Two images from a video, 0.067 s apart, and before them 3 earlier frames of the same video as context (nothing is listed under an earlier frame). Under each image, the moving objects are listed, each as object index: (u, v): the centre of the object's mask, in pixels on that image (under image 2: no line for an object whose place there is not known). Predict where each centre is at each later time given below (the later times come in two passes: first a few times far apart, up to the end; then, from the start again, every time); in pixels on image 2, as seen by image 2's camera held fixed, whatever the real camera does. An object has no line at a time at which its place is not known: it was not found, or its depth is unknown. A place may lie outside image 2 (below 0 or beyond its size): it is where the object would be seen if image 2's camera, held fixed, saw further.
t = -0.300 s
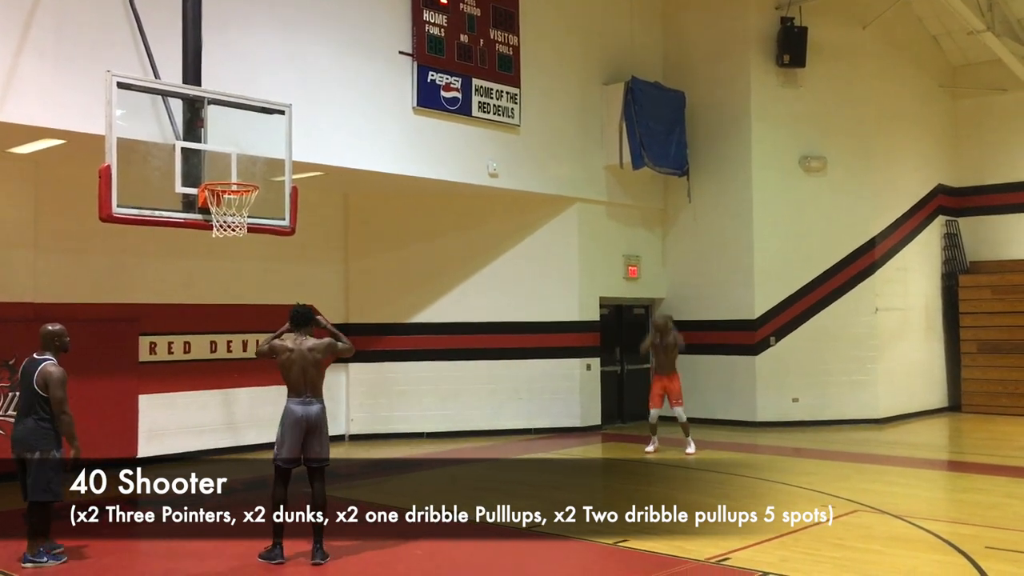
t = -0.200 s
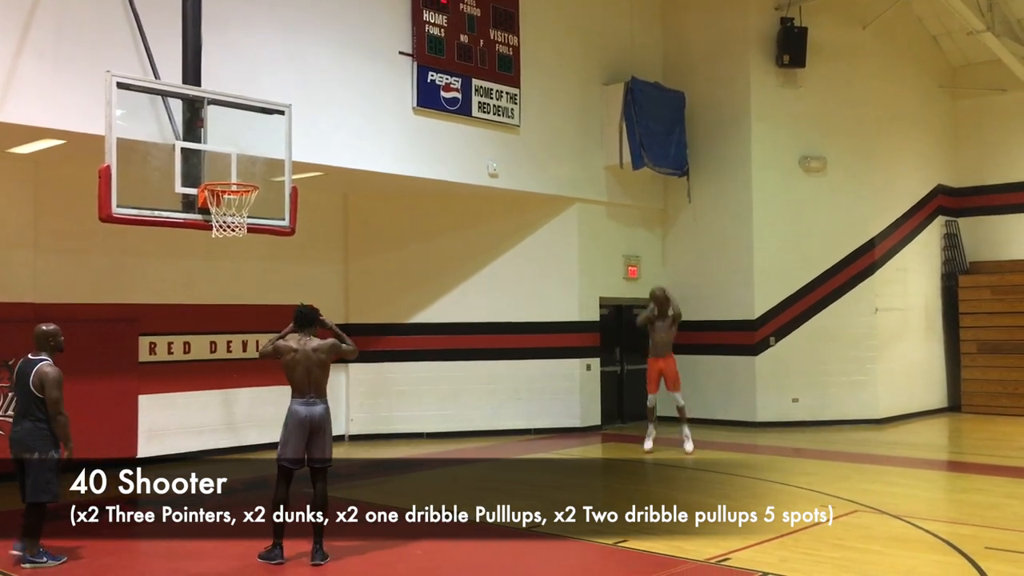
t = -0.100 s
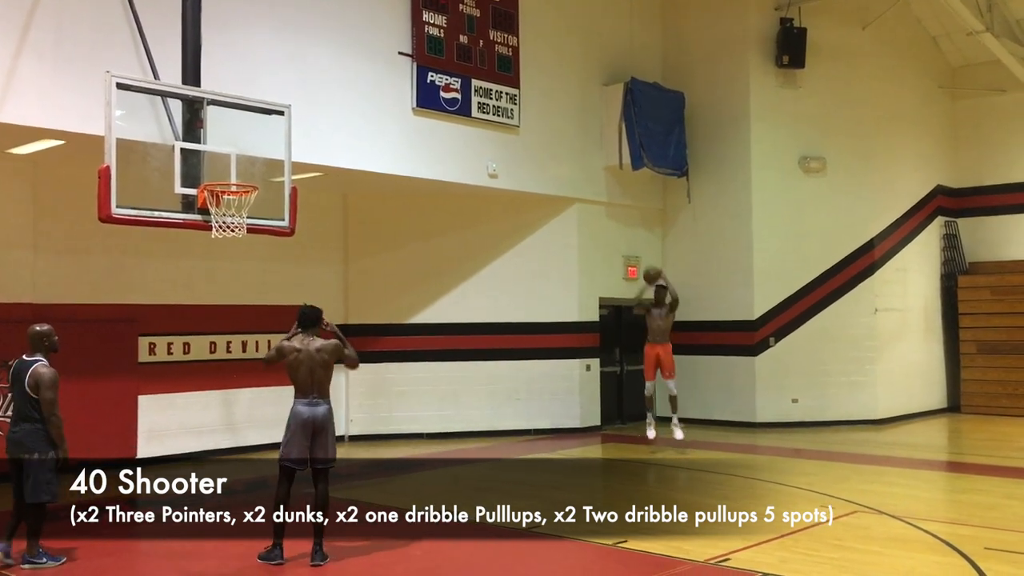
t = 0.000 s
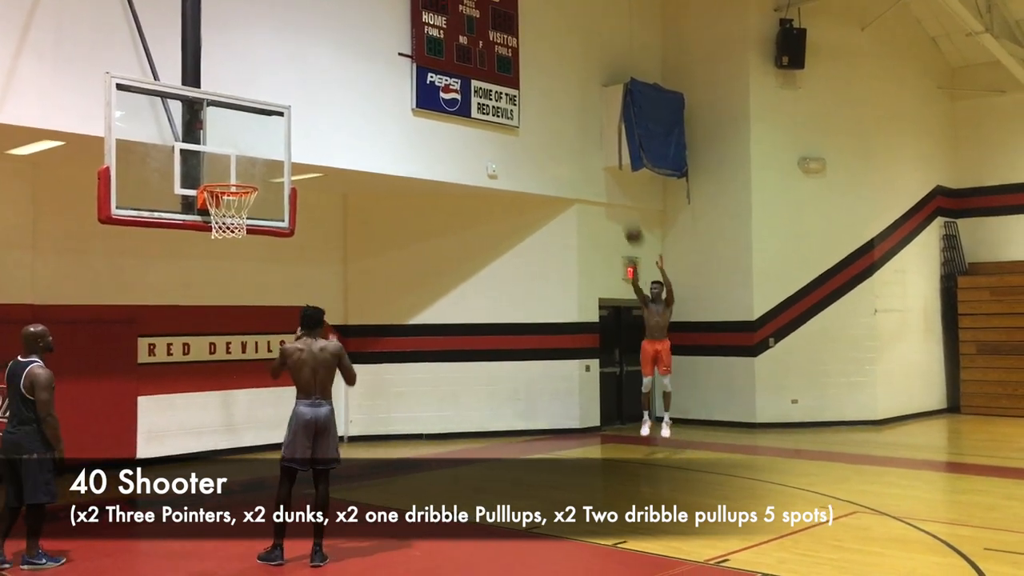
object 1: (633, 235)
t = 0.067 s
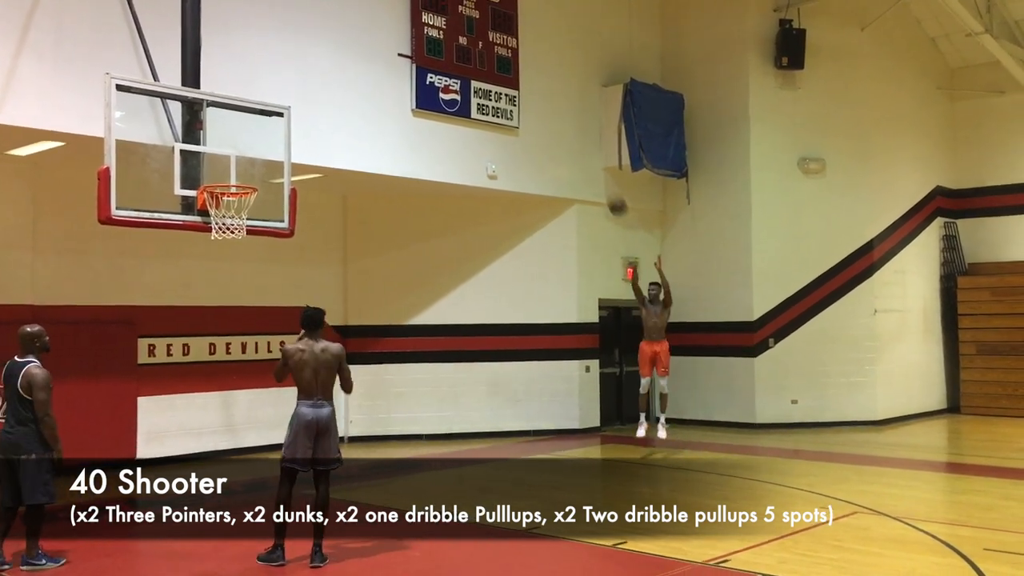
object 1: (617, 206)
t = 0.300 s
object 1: (556, 120)
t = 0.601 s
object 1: (468, 58)
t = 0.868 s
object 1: (375, 71)
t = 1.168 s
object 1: (251, 171)
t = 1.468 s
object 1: (176, 255)
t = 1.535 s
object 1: (165, 278)
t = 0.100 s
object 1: (608, 191)
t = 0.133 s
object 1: (600, 178)
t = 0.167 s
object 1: (592, 165)
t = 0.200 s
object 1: (583, 153)
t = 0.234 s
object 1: (574, 141)
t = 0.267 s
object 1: (565, 130)
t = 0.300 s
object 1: (556, 120)
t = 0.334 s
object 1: (547, 110)
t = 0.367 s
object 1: (538, 101)
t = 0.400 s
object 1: (529, 94)
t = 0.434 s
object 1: (518, 85)
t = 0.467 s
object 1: (510, 76)
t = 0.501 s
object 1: (499, 68)
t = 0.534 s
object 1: (490, 65)
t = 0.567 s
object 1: (479, 62)
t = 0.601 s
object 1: (468, 58)
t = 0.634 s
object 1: (457, 56)
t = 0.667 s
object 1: (447, 54)
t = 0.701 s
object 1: (436, 52)
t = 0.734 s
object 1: (425, 52)
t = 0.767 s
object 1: (412, 58)
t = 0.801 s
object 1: (399, 62)
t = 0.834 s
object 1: (387, 66)
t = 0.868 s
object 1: (375, 71)
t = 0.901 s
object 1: (363, 76)
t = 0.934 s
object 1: (349, 84)
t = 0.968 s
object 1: (337, 92)
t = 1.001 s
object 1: (323, 101)
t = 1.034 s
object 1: (310, 112)
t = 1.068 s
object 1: (296, 125)
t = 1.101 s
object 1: (281, 138)
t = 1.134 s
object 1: (265, 155)
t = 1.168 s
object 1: (251, 171)
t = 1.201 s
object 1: (236, 196)
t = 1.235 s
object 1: (219, 210)
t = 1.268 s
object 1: (212, 216)
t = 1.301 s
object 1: (205, 219)
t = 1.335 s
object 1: (200, 224)
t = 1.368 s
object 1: (194, 230)
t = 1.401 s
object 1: (189, 237)
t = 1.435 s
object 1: (182, 246)
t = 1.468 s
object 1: (176, 255)
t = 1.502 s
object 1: (171, 265)
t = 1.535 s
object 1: (165, 278)
